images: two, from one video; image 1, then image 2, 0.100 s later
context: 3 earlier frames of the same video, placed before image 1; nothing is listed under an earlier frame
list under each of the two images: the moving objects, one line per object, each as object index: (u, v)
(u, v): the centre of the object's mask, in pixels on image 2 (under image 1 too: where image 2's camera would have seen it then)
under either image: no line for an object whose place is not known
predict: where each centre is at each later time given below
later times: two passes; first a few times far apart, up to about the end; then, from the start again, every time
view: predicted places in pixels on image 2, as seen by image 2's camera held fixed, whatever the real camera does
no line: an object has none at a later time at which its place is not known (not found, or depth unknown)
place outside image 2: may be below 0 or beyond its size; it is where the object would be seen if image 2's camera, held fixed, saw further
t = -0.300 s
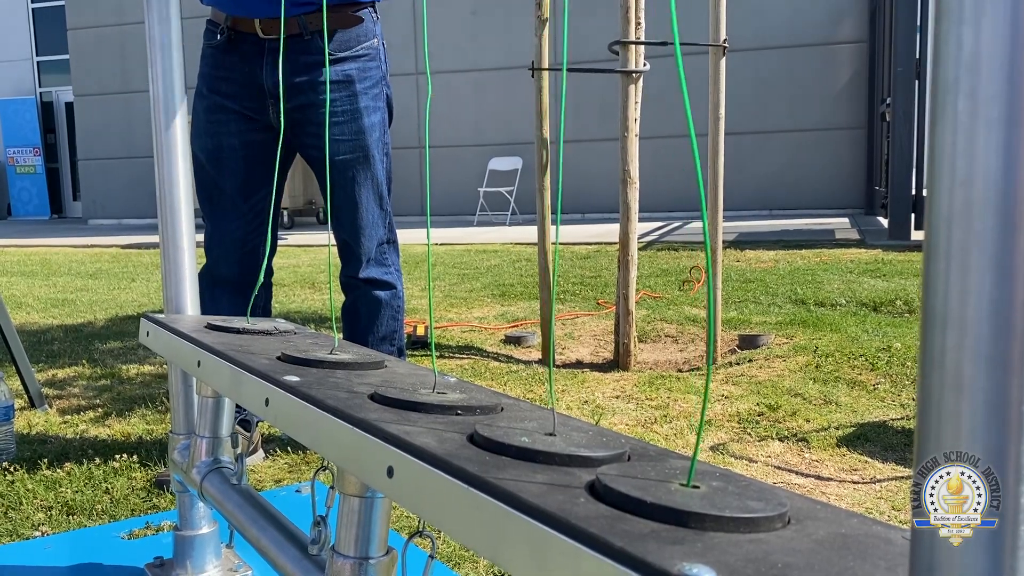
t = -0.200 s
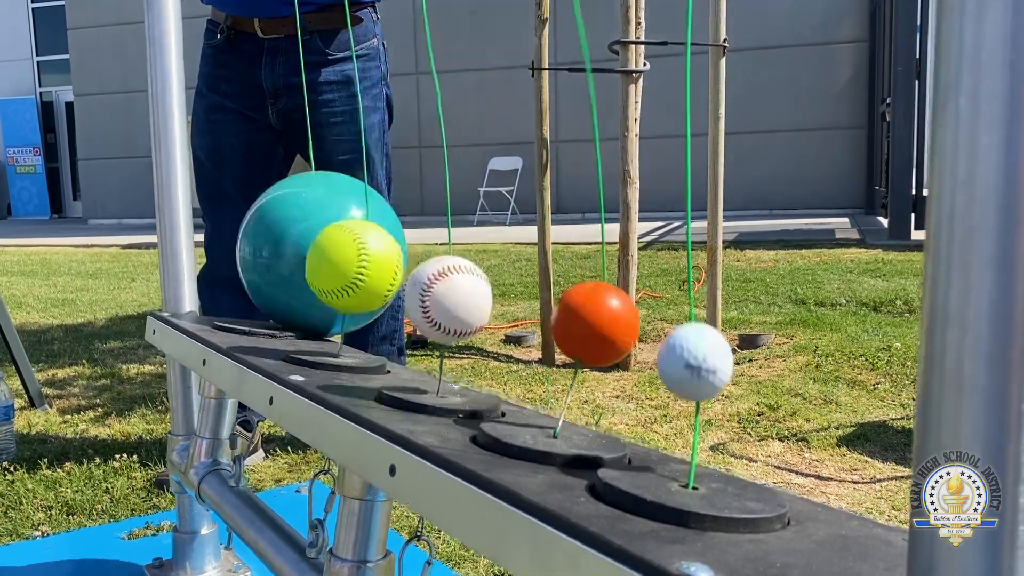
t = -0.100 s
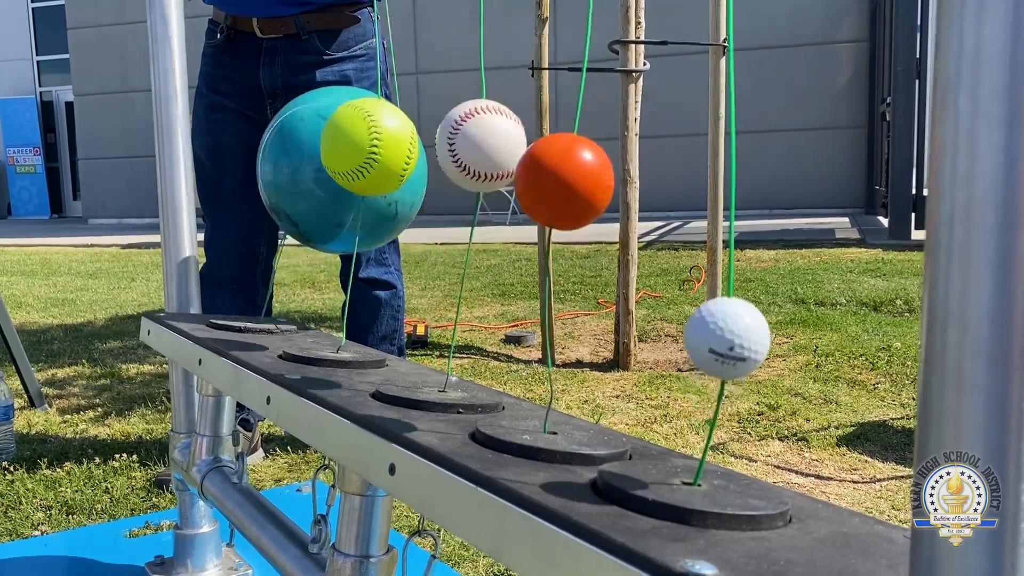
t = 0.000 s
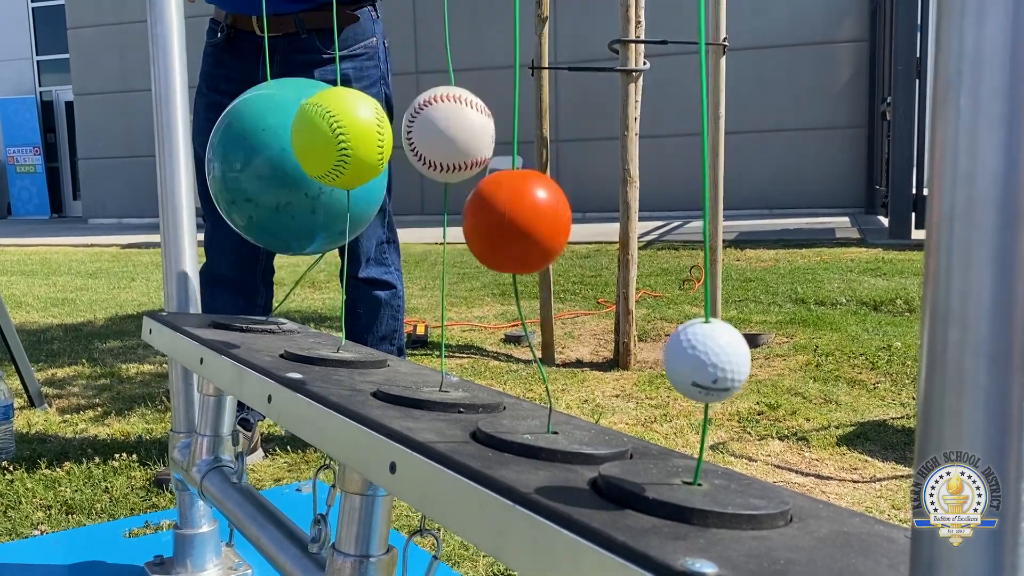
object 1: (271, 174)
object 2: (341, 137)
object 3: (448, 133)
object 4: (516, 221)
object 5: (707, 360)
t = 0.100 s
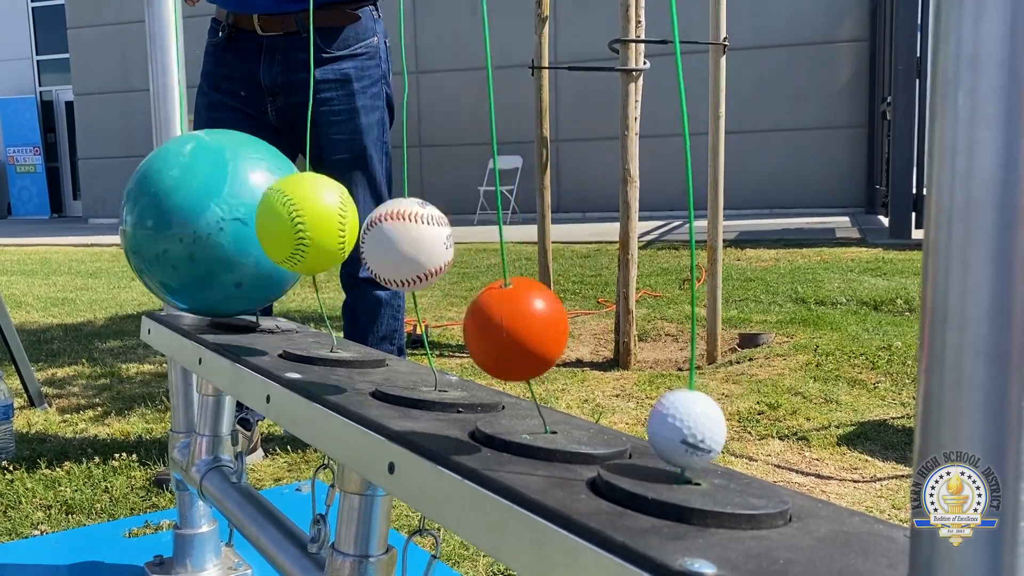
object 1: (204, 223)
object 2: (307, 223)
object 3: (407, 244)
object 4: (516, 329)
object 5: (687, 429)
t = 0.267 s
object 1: (174, 232)
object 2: (349, 303)
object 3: (453, 340)
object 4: (576, 377)
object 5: (694, 445)
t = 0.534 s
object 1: (242, 230)
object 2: (337, 303)
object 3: (441, 346)
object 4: (558, 388)
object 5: (690, 443)
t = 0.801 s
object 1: (290, 227)
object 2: (333, 303)
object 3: (441, 346)
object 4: (563, 387)
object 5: (694, 445)
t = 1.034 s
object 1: (268, 227)
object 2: (327, 303)
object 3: (439, 346)
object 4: (557, 388)
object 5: (695, 445)
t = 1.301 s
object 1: (287, 228)
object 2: (332, 303)
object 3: (440, 346)
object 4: (559, 388)
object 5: (689, 444)
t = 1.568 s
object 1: (280, 228)
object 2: (335, 304)
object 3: (440, 346)
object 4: (560, 389)
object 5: (695, 445)
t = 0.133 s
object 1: (189, 229)
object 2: (304, 269)
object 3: (406, 300)
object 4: (531, 366)
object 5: (687, 437)
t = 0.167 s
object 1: (184, 227)
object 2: (306, 303)
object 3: (418, 346)
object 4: (546, 384)
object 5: (685, 442)
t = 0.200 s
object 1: (178, 229)
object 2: (321, 296)
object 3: (439, 330)
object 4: (564, 371)
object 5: (688, 444)
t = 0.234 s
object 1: (174, 232)
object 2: (337, 299)
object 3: (455, 333)
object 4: (576, 376)
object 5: (690, 445)
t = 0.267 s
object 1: (174, 232)
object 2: (349, 303)
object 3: (453, 340)
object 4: (576, 377)
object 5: (694, 445)
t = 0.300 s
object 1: (179, 232)
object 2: (349, 303)
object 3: (446, 346)
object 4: (569, 372)
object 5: (698, 444)
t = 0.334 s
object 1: (188, 232)
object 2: (341, 302)
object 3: (435, 346)
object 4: (560, 377)
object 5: (695, 443)
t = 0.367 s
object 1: (198, 233)
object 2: (332, 302)
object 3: (432, 346)
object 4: (553, 385)
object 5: (689, 443)
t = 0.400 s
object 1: (206, 231)
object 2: (325, 304)
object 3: (434, 346)
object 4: (553, 385)
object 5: (685, 443)
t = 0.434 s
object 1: (214, 230)
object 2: (324, 303)
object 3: (438, 346)
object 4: (553, 387)
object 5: (685, 443)
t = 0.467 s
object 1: (223, 230)
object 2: (327, 303)
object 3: (439, 346)
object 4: (555, 388)
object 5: (687, 443)
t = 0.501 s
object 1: (232, 230)
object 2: (332, 303)
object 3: (440, 346)
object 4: (557, 388)
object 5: (689, 443)
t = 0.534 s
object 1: (242, 230)
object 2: (337, 303)
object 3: (441, 346)
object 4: (558, 388)
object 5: (690, 443)
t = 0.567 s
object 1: (251, 230)
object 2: (341, 303)
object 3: (443, 346)
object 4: (560, 387)
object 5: (691, 444)
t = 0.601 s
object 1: (261, 230)
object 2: (343, 304)
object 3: (443, 347)
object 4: (559, 387)
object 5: (693, 444)
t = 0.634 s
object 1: (270, 229)
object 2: (342, 304)
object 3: (442, 346)
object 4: (559, 387)
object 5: (695, 445)
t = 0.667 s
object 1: (279, 228)
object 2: (338, 303)
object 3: (442, 346)
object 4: (558, 387)
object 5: (696, 445)
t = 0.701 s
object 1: (288, 227)
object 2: (331, 303)
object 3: (439, 346)
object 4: (558, 387)
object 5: (696, 445)
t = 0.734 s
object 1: (293, 226)
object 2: (328, 303)
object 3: (438, 346)
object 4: (559, 388)
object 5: (695, 445)
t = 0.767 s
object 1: (293, 227)
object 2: (329, 303)
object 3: (439, 346)
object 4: (561, 388)
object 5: (694, 445)
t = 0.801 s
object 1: (290, 227)
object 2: (333, 303)
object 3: (441, 346)
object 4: (563, 387)
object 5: (694, 445)
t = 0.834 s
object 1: (286, 228)
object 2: (338, 303)
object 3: (444, 346)
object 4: (565, 386)
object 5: (694, 445)
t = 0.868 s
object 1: (273, 229)
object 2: (342, 303)
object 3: (442, 346)
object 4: (566, 386)
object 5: (694, 445)
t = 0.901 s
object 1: (277, 230)
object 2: (343, 304)
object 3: (440, 346)
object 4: (566, 386)
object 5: (695, 445)
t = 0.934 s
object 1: (265, 230)
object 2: (339, 303)
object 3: (439, 346)
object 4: (565, 386)
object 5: (695, 445)
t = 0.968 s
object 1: (271, 228)
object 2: (333, 303)
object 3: (439, 346)
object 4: (563, 387)
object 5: (695, 445)
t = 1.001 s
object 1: (269, 228)
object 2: (328, 303)
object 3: (439, 346)
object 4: (560, 387)
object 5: (695, 445)
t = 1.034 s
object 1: (268, 227)
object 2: (327, 303)
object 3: (439, 346)
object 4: (557, 388)
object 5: (695, 445)
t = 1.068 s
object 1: (268, 228)
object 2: (330, 303)
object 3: (441, 346)
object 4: (557, 387)
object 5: (695, 445)
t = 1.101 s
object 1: (269, 229)
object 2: (334, 303)
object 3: (441, 346)
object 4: (558, 388)
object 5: (695, 445)
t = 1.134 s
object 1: (271, 229)
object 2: (338, 303)
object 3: (441, 346)
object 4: (560, 388)
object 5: (694, 445)
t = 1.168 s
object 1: (273, 230)
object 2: (340, 303)
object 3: (441, 346)
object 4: (560, 388)
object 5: (693, 445)
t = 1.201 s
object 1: (276, 229)
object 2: (339, 303)
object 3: (440, 346)
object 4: (559, 388)
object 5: (692, 445)
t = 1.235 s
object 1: (279, 229)
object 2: (336, 303)
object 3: (440, 346)
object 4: (559, 388)
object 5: (690, 444)
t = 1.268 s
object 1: (283, 228)
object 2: (333, 303)
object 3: (440, 346)
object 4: (559, 388)
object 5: (689, 444)
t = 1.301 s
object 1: (287, 228)
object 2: (332, 303)
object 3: (440, 346)
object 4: (559, 388)
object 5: (689, 444)
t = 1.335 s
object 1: (289, 228)
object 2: (332, 303)
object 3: (440, 346)
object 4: (561, 388)
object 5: (690, 444)
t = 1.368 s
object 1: (289, 228)
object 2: (333, 303)
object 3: (441, 346)
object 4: (561, 388)
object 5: (692, 445)
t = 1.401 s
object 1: (289, 228)
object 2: (335, 303)
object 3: (442, 346)
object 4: (561, 388)
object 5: (694, 445)
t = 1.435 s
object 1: (287, 228)
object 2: (336, 303)
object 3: (442, 346)
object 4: (561, 388)
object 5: (694, 445)
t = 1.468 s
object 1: (285, 229)
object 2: (337, 304)
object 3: (441, 346)
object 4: (560, 388)
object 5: (695, 445)
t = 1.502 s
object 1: (270, 230)
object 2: (337, 304)
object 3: (441, 346)
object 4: (560, 389)
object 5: (695, 445)
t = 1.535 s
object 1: (281, 229)
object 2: (336, 304)
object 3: (441, 347)
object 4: (561, 389)
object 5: (695, 445)
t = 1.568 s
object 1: (280, 228)
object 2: (335, 304)
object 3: (440, 346)
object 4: (560, 389)
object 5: (695, 445)
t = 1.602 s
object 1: (264, 230)
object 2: (334, 303)
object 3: (440, 346)
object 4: (559, 388)
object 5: (695, 445)
